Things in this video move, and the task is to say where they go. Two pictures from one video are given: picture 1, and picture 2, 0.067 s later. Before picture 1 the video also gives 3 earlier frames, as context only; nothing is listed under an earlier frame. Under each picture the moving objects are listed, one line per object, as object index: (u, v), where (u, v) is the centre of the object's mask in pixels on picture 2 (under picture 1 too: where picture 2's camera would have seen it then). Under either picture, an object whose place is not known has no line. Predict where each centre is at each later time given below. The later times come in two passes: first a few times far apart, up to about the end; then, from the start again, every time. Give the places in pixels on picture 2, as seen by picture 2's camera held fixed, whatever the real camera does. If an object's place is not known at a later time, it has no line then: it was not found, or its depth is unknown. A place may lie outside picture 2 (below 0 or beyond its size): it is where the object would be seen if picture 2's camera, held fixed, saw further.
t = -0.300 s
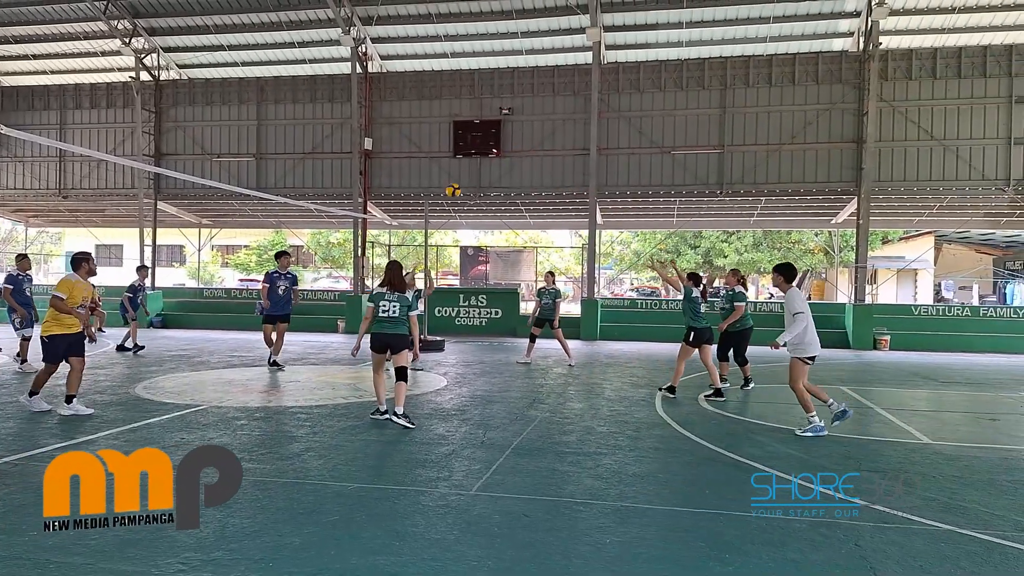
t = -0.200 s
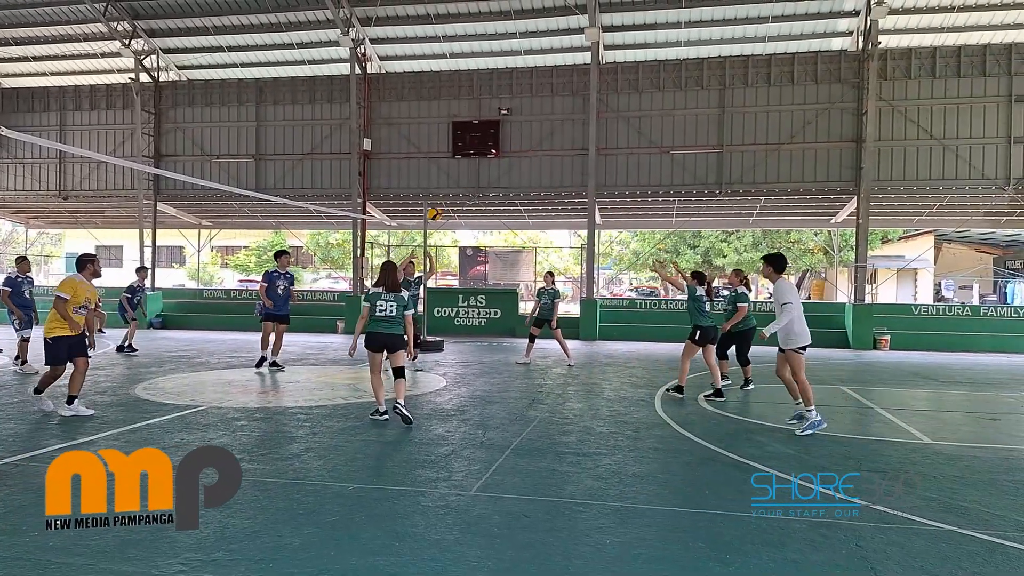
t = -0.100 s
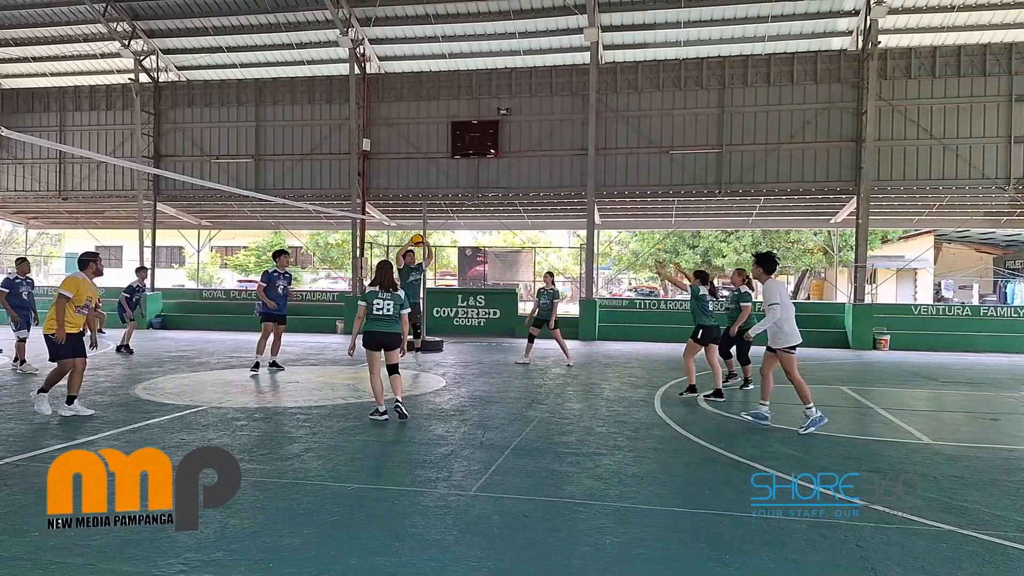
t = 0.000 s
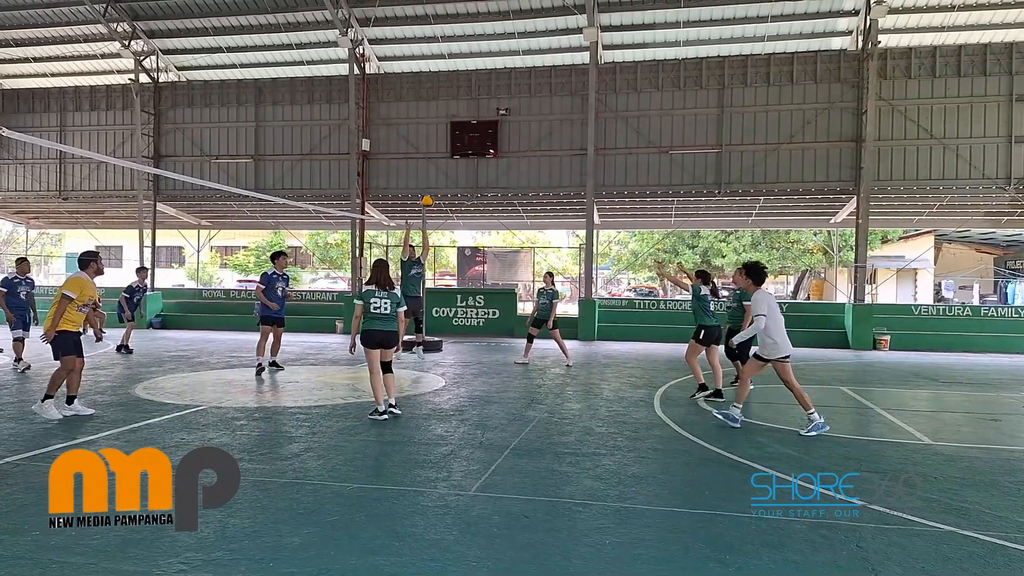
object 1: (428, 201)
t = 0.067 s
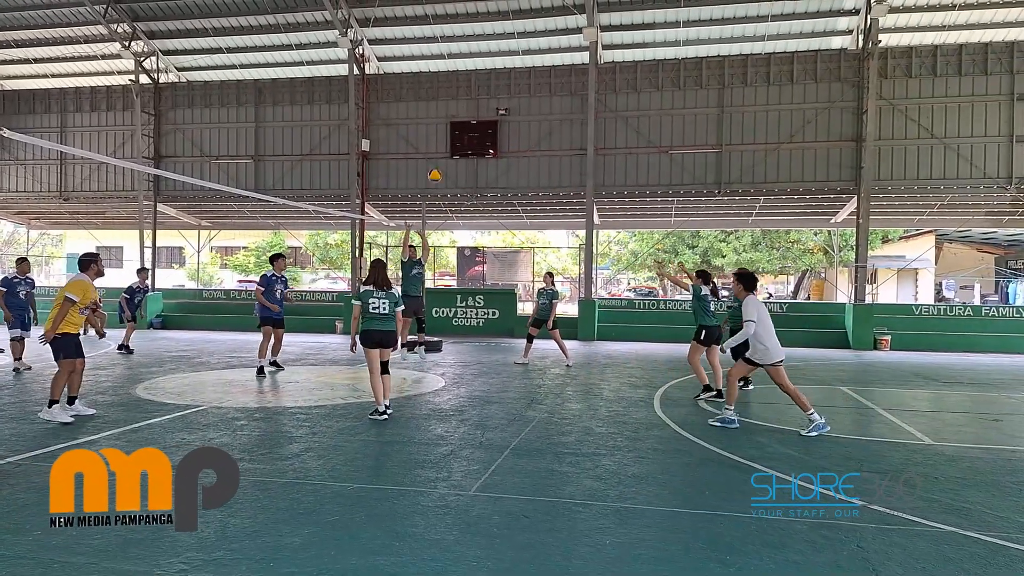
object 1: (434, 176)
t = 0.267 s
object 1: (458, 112)
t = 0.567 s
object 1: (498, 65)
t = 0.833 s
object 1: (534, 74)
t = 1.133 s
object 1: (574, 150)
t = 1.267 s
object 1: (591, 204)
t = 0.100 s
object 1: (438, 164)
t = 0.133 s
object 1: (442, 151)
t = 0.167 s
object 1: (446, 141)
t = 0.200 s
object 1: (450, 130)
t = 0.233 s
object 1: (454, 121)
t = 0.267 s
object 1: (458, 112)
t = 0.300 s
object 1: (462, 104)
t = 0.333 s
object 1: (466, 96)
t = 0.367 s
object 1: (471, 90)
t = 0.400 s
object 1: (475, 84)
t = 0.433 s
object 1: (479, 78)
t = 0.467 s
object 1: (483, 74)
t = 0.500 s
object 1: (488, 70)
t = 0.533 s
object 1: (493, 67)
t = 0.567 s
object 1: (498, 65)
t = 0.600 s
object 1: (502, 63)
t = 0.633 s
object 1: (507, 63)
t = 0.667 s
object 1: (511, 62)
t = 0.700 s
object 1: (515, 63)
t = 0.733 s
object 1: (520, 64)
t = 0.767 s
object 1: (524, 67)
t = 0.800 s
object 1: (529, 70)
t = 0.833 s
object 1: (534, 74)
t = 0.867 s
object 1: (538, 79)
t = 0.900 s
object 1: (543, 85)
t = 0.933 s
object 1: (547, 91)
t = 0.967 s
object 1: (552, 99)
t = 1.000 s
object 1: (556, 108)
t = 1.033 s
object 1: (560, 116)
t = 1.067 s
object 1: (565, 126)
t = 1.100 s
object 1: (569, 137)
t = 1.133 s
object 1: (574, 150)
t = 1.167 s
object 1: (578, 161)
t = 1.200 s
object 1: (582, 175)
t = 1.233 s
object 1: (587, 189)
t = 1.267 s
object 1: (591, 204)
